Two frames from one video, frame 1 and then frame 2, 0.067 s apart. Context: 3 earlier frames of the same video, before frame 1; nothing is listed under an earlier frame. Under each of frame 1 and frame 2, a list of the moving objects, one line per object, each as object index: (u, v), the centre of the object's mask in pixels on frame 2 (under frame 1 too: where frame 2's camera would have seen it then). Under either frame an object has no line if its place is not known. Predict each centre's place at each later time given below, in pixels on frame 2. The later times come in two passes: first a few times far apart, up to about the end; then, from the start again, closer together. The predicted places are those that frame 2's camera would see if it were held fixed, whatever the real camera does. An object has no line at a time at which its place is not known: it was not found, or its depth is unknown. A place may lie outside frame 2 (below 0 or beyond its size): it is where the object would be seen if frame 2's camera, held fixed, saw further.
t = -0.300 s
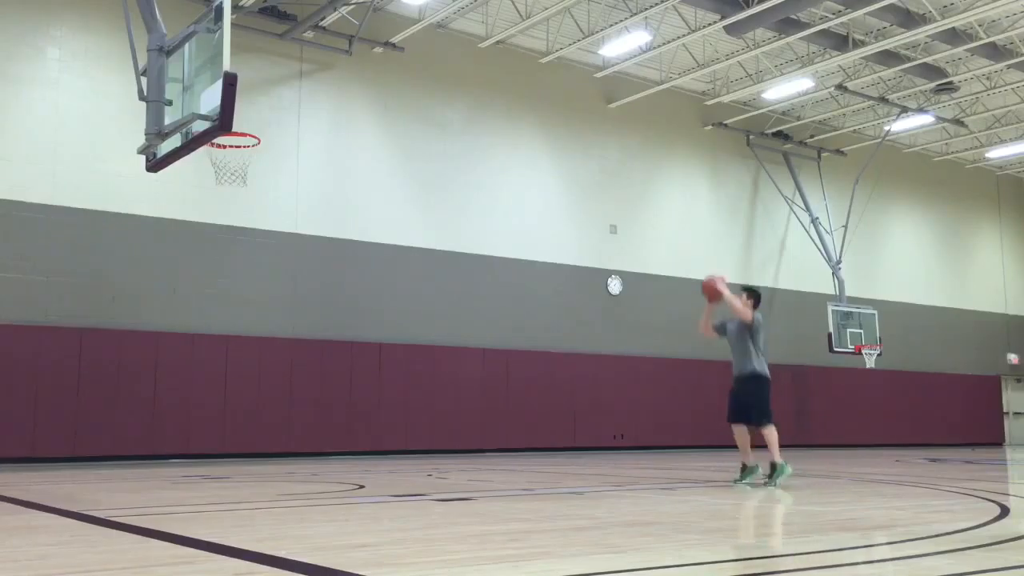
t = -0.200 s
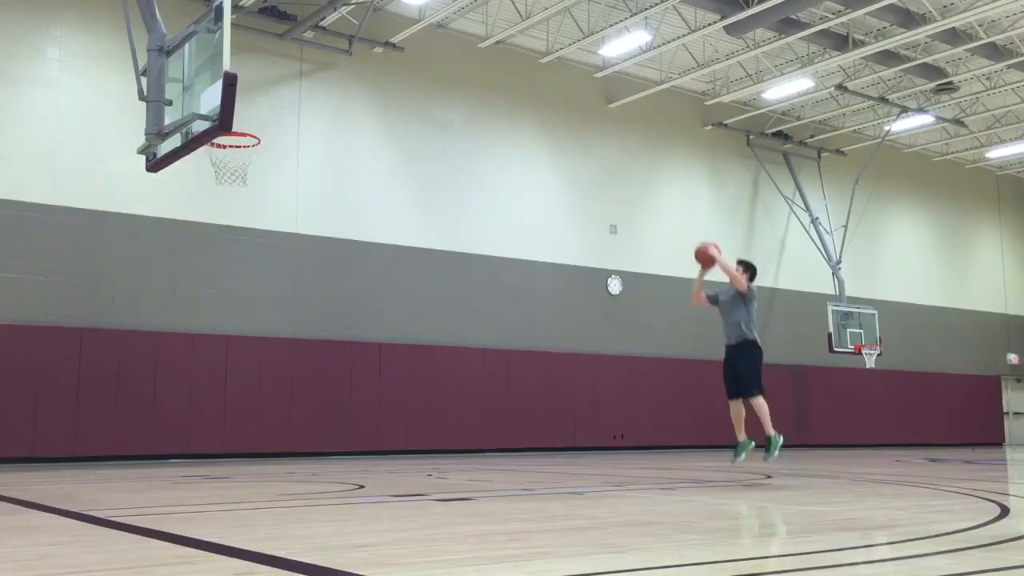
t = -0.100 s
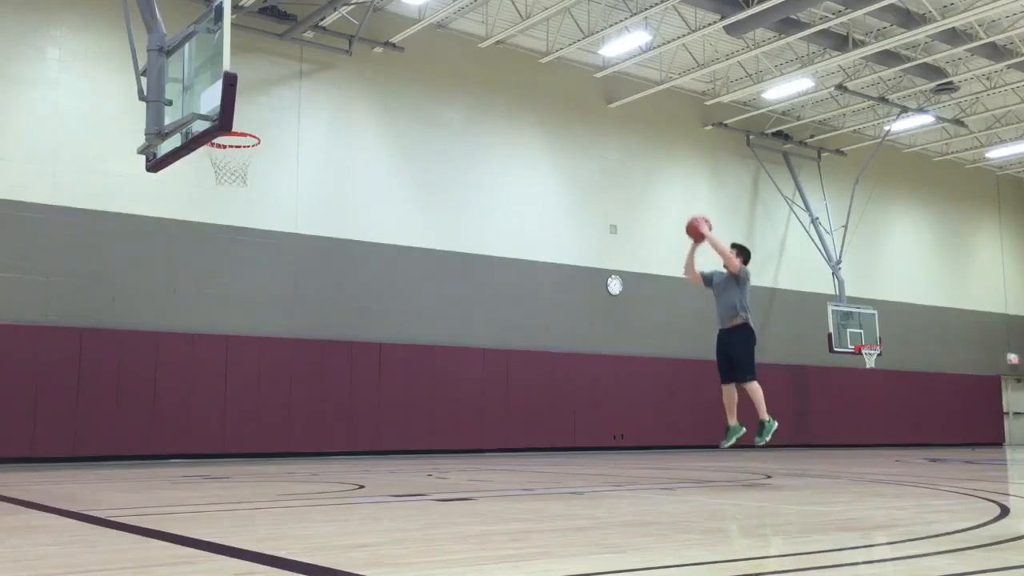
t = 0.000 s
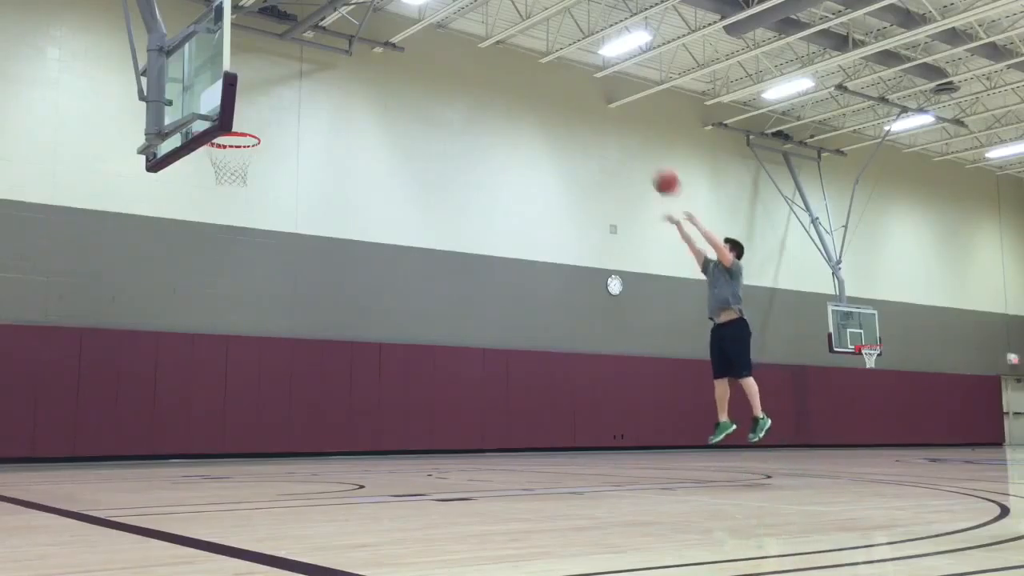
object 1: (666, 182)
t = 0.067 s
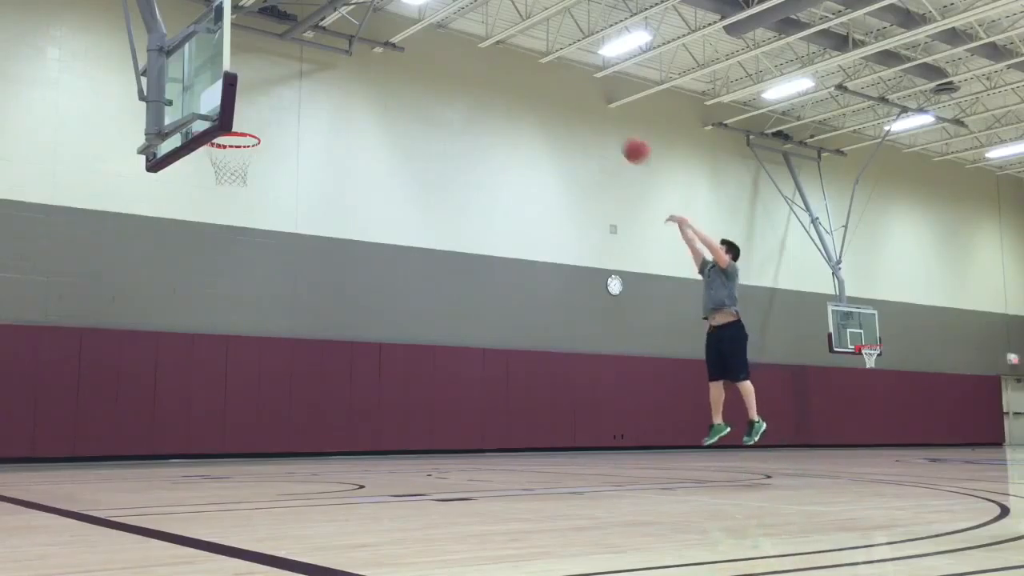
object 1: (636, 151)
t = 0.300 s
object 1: (530, 72)
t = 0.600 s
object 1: (395, 49)
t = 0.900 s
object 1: (253, 114)
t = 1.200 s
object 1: (238, 259)
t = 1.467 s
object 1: (259, 474)
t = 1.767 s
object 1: (341, 311)
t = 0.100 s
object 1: (621, 136)
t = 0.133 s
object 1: (605, 123)
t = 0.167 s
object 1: (590, 110)
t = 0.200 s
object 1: (575, 99)
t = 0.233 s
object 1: (560, 89)
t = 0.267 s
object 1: (545, 79)
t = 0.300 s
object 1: (530, 72)
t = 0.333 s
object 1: (514, 64)
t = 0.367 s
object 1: (500, 59)
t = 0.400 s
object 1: (484, 55)
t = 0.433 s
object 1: (469, 50)
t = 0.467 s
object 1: (454, 48)
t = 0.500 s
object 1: (439, 45)
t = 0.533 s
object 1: (424, 46)
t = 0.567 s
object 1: (409, 47)
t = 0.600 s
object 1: (395, 49)
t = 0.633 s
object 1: (379, 51)
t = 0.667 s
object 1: (363, 54)
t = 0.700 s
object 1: (347, 60)
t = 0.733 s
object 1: (332, 66)
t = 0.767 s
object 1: (317, 73)
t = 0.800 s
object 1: (301, 82)
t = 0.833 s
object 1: (285, 91)
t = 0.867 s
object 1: (269, 102)
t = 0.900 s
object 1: (253, 114)
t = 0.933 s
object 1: (239, 128)
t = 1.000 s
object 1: (218, 156)
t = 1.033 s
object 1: (222, 172)
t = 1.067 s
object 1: (225, 188)
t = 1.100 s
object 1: (228, 201)
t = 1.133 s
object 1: (232, 219)
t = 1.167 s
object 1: (235, 238)
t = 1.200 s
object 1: (238, 259)
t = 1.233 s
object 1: (241, 280)
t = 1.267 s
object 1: (244, 303)
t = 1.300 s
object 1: (246, 327)
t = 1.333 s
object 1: (250, 353)
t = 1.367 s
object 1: (253, 379)
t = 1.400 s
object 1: (255, 408)
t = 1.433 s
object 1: (257, 439)
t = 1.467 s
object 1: (259, 474)
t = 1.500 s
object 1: (268, 458)
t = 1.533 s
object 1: (277, 436)
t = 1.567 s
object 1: (286, 414)
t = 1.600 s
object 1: (295, 394)
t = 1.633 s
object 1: (304, 375)
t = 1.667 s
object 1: (313, 357)
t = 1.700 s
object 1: (322, 342)
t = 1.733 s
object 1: (332, 324)
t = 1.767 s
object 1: (341, 311)
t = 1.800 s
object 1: (349, 299)
